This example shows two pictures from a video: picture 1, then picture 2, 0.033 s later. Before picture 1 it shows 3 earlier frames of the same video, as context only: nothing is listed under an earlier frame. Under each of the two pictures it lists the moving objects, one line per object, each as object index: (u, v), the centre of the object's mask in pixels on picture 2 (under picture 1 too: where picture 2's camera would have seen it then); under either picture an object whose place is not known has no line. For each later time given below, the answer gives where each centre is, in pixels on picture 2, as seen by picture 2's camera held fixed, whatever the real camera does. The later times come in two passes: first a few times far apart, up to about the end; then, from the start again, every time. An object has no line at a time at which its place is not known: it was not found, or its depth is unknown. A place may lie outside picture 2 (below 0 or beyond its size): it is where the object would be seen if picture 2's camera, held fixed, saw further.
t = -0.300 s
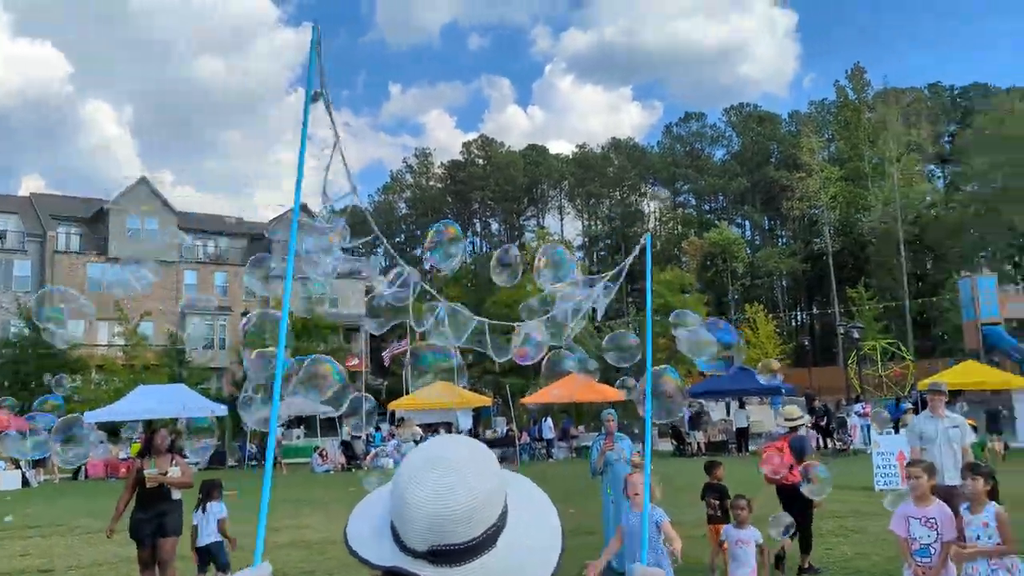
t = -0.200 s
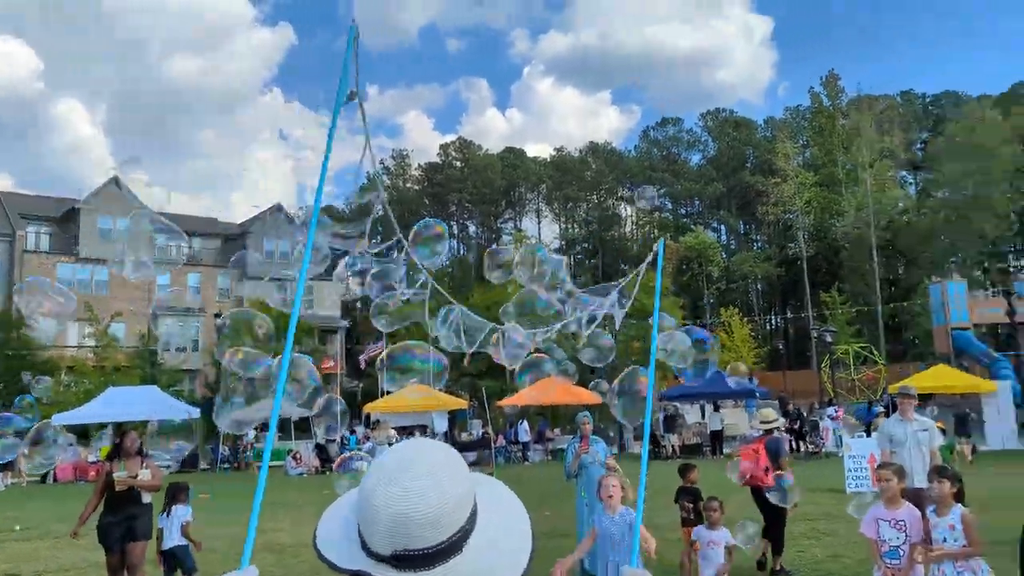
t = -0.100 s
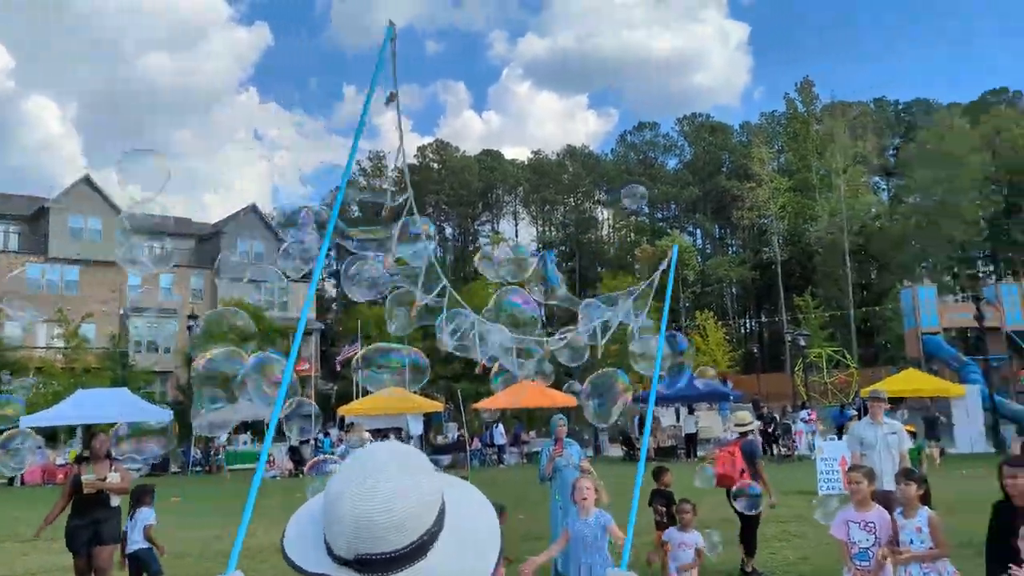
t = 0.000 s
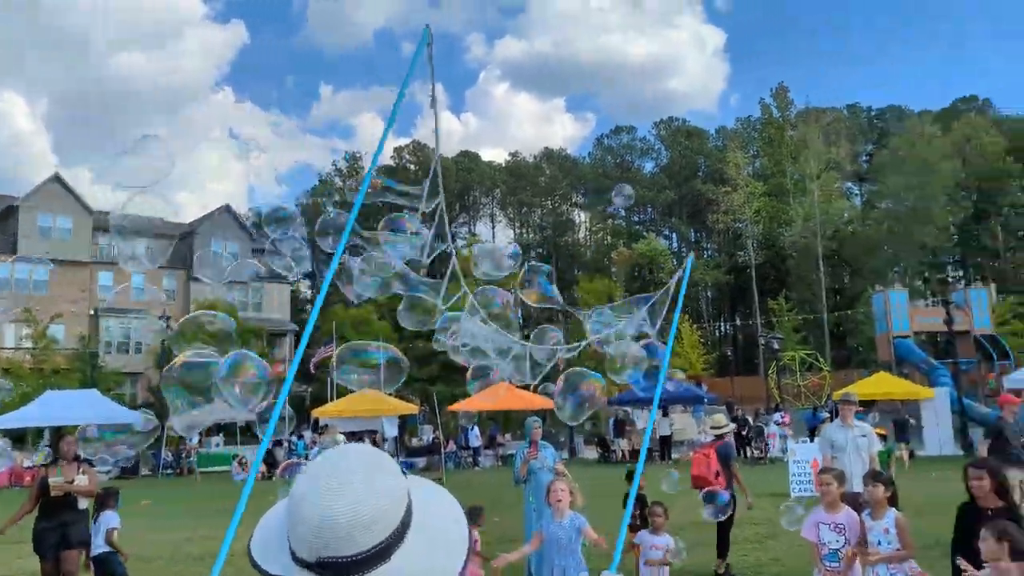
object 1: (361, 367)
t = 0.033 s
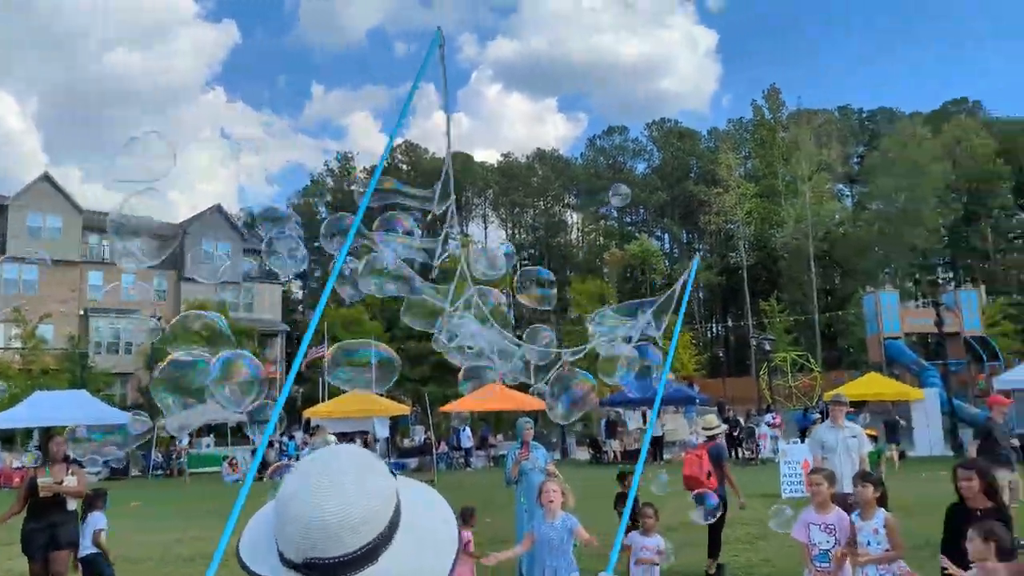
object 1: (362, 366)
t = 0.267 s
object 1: (377, 359)
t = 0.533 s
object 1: (398, 349)
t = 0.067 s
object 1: (363, 364)
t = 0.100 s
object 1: (364, 363)
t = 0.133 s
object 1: (368, 362)
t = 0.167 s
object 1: (373, 362)
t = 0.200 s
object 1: (378, 362)
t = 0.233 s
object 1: (375, 359)
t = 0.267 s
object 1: (377, 359)
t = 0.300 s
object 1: (378, 356)
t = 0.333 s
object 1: (379, 354)
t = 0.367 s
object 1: (380, 352)
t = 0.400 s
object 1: (385, 352)
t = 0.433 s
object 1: (388, 352)
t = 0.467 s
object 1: (392, 351)
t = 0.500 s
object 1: (395, 350)
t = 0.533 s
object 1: (398, 349)
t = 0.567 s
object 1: (402, 347)
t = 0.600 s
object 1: (406, 346)
